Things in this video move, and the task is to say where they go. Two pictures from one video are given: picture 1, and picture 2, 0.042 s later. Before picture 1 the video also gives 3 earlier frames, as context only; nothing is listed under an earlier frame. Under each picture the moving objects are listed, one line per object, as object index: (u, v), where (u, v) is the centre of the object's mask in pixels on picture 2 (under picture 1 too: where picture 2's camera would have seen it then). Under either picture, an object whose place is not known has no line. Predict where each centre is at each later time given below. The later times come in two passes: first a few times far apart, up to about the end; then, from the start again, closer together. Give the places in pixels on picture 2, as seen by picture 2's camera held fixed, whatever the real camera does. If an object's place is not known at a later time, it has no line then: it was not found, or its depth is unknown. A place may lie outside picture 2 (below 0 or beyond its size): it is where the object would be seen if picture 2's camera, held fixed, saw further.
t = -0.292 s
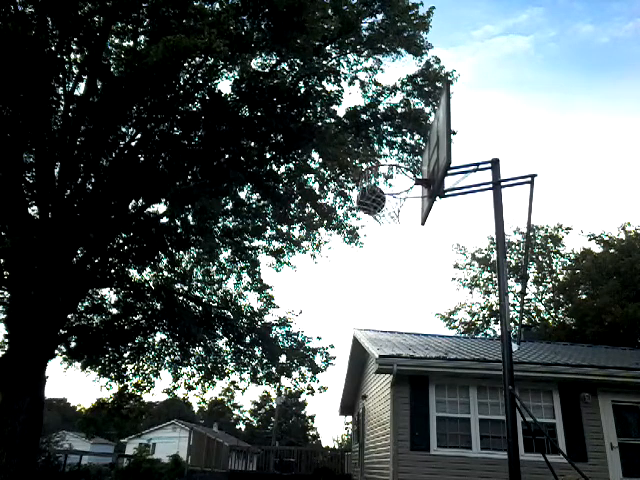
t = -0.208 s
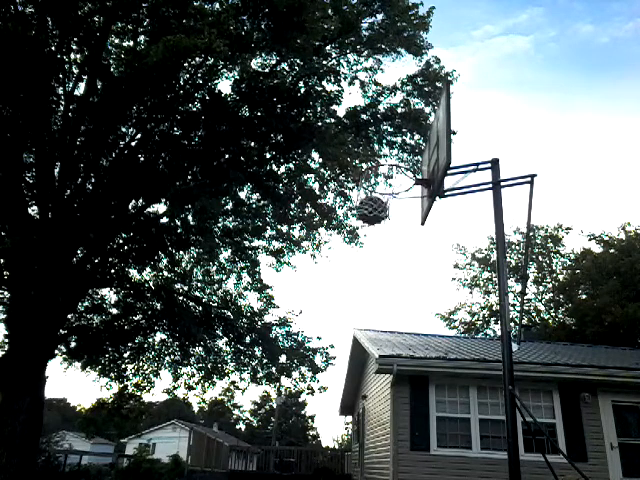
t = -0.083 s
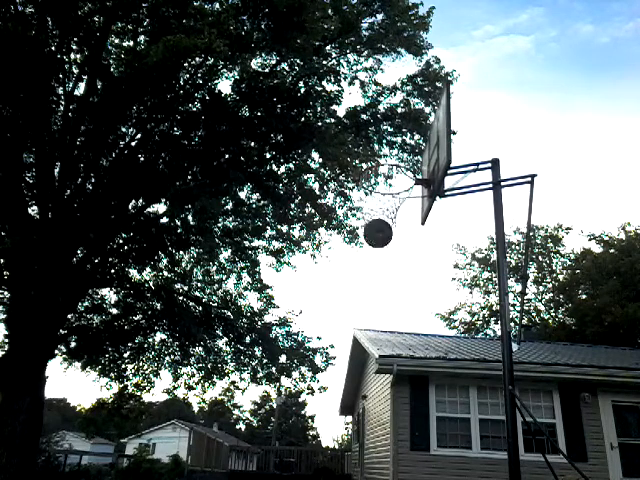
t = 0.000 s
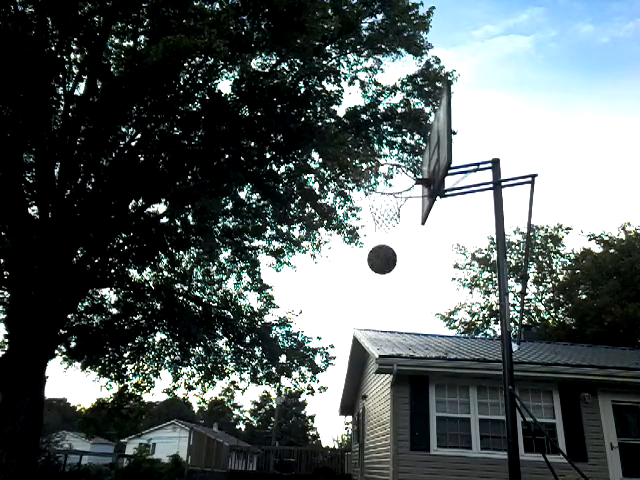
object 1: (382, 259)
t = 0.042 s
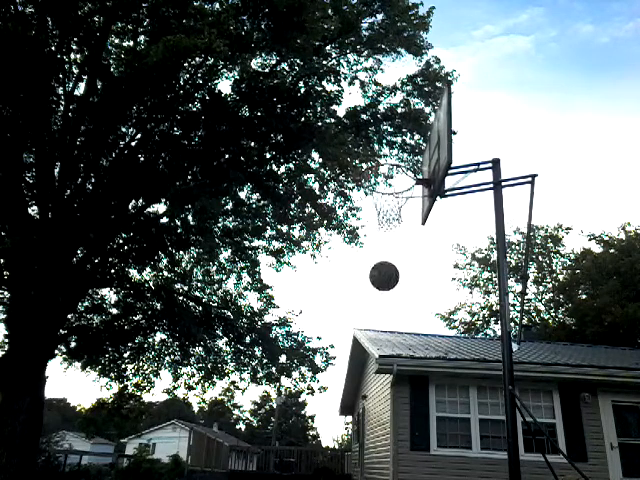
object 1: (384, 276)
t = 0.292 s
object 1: (398, 442)
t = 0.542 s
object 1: (410, 391)
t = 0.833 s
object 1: (422, 298)
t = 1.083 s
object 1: (433, 301)
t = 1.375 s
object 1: (449, 398)
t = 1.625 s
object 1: (460, 469)
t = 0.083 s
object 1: (386, 295)
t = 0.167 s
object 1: (391, 342)
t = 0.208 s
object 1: (392, 370)
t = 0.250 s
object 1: (394, 405)
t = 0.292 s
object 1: (398, 442)
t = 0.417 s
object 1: (406, 469)
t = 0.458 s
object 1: (406, 444)
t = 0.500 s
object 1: (407, 415)
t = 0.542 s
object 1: (410, 391)
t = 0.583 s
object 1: (411, 370)
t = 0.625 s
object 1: (414, 353)
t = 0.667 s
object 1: (416, 338)
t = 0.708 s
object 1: (417, 324)
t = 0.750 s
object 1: (419, 313)
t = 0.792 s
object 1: (421, 305)
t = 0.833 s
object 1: (422, 298)
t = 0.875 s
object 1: (424, 294)
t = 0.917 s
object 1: (426, 291)
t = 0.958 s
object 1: (428, 291)
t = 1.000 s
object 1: (430, 292)
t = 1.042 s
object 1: (431, 295)
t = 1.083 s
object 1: (433, 301)
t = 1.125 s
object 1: (436, 308)
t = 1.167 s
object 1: (438, 317)
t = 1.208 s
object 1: (440, 328)
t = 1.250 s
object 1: (442, 343)
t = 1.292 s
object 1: (445, 358)
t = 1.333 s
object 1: (447, 377)
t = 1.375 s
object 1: (449, 398)
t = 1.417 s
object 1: (453, 422)
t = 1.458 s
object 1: (456, 448)
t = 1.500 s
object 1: (459, 472)
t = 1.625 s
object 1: (460, 469)
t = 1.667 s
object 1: (460, 451)
